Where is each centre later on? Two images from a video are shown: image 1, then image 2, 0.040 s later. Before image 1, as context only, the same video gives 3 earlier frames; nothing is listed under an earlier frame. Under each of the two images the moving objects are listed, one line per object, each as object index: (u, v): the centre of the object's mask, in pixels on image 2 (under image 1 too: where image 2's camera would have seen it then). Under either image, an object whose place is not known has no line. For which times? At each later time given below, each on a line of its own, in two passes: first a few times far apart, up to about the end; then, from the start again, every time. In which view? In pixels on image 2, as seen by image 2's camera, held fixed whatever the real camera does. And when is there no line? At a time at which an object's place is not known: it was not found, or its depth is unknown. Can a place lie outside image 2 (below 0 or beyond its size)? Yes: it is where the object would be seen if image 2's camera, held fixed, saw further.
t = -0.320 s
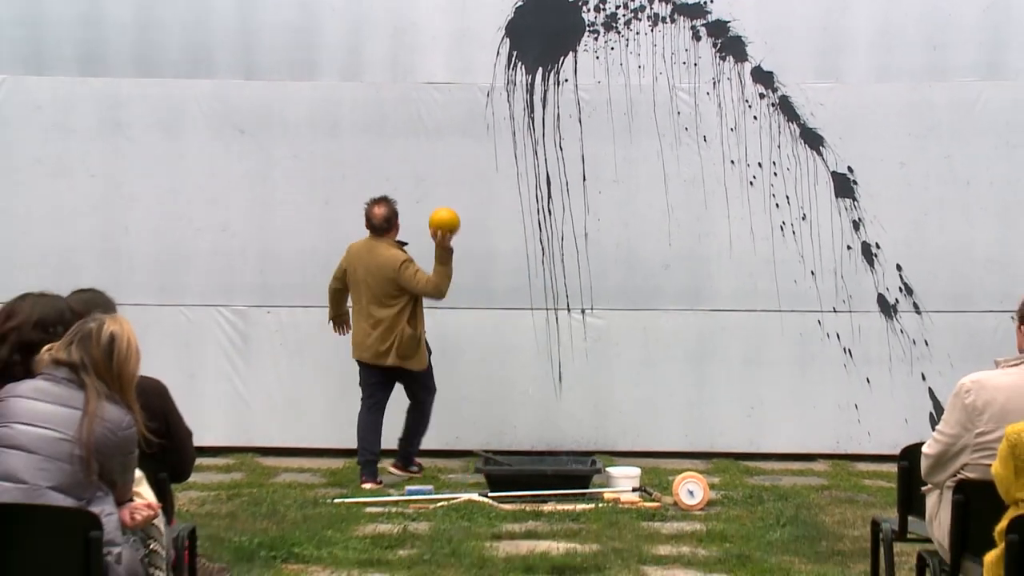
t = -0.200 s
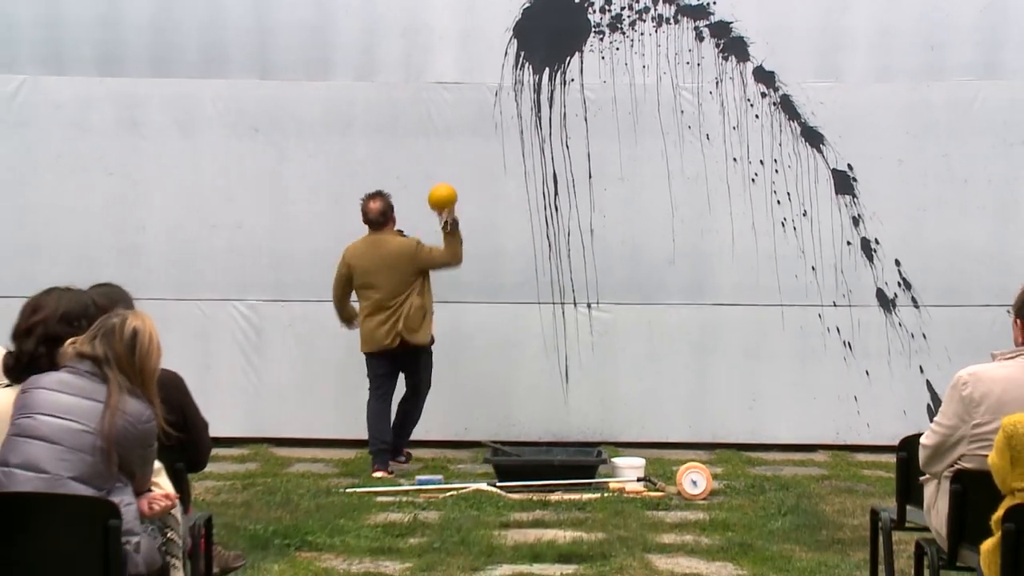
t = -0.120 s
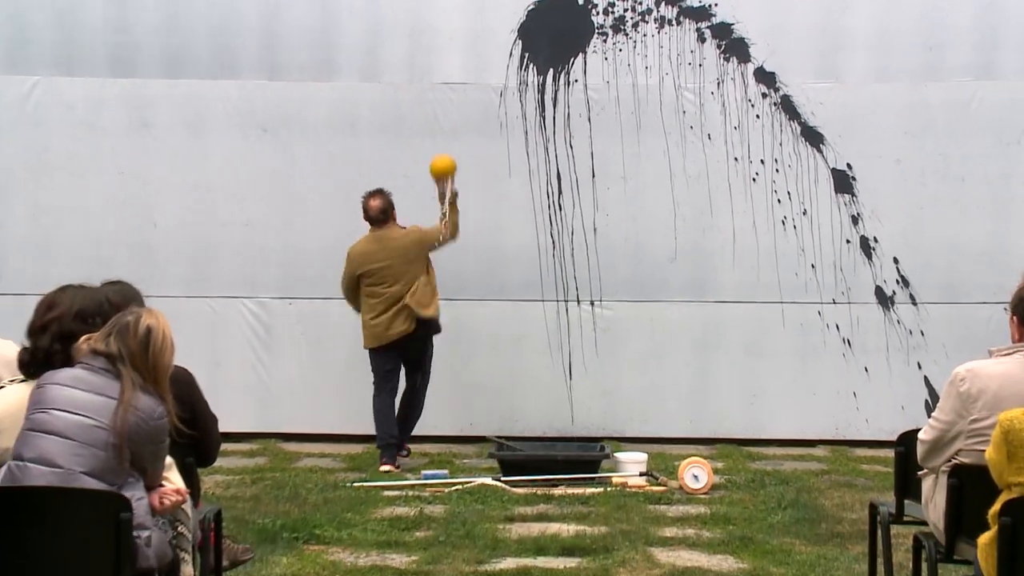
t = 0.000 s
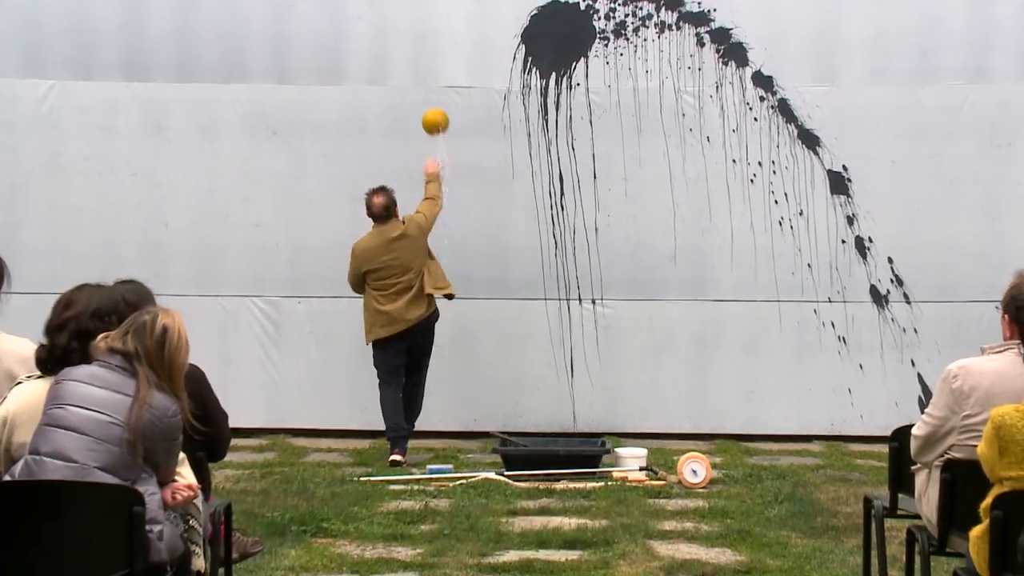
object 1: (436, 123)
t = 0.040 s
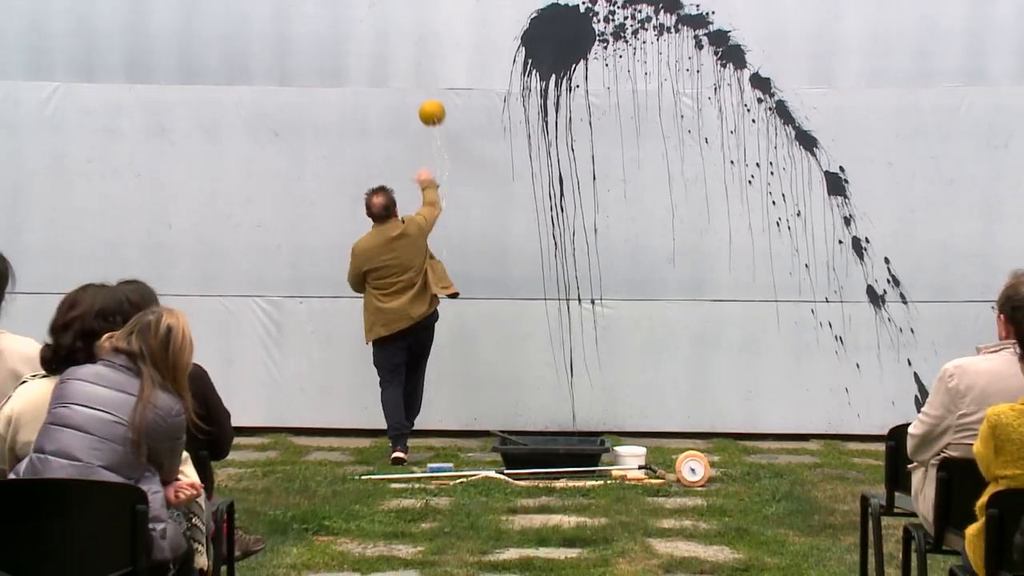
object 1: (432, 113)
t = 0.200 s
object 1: (418, 107)
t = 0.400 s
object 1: (403, 165)
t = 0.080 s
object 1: (428, 105)
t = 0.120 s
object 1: (424, 103)
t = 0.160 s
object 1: (421, 104)
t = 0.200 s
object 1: (418, 107)
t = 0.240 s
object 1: (415, 113)
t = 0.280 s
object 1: (413, 122)
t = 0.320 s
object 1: (410, 133)
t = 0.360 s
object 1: (407, 147)
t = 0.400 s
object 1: (403, 165)
